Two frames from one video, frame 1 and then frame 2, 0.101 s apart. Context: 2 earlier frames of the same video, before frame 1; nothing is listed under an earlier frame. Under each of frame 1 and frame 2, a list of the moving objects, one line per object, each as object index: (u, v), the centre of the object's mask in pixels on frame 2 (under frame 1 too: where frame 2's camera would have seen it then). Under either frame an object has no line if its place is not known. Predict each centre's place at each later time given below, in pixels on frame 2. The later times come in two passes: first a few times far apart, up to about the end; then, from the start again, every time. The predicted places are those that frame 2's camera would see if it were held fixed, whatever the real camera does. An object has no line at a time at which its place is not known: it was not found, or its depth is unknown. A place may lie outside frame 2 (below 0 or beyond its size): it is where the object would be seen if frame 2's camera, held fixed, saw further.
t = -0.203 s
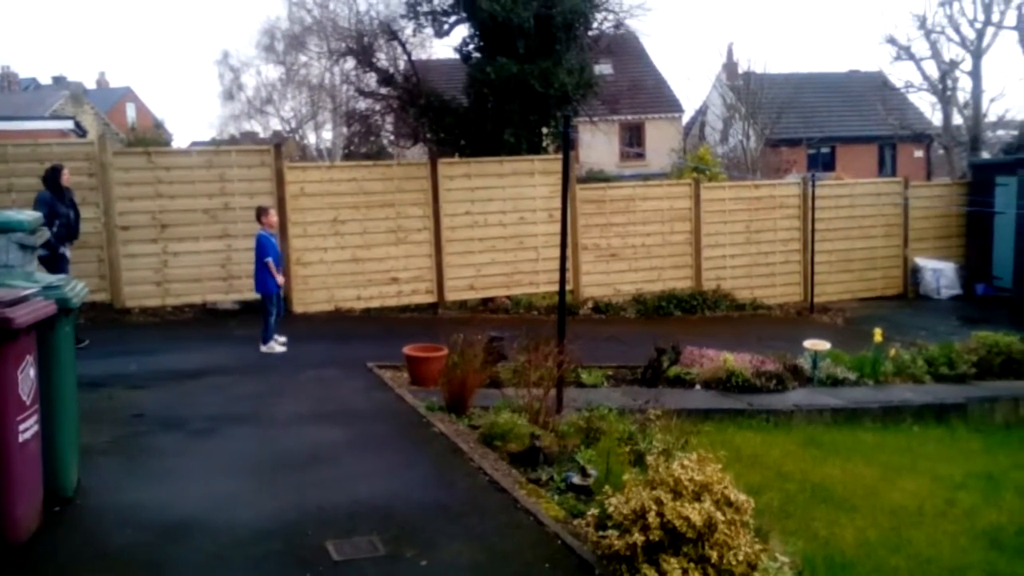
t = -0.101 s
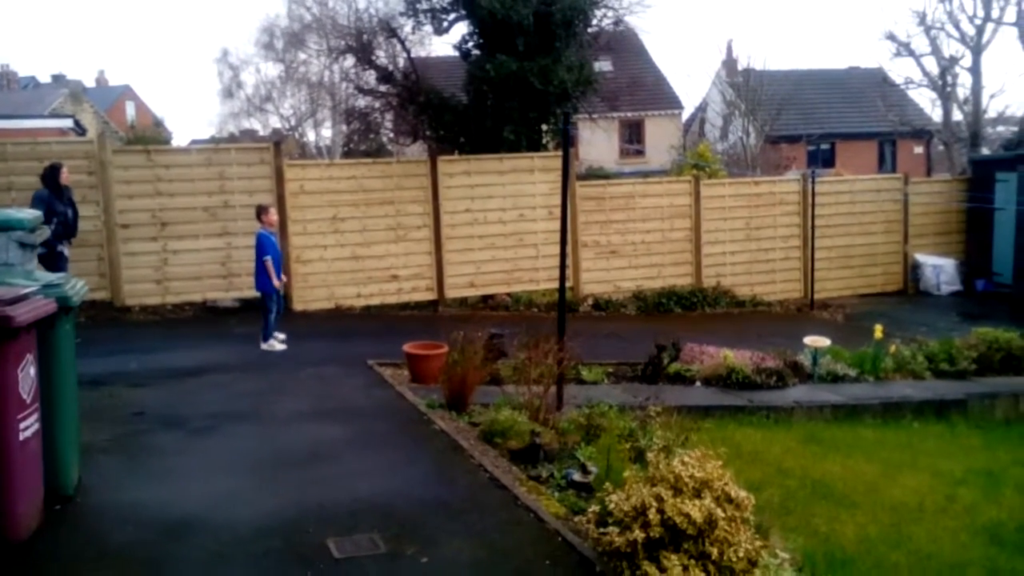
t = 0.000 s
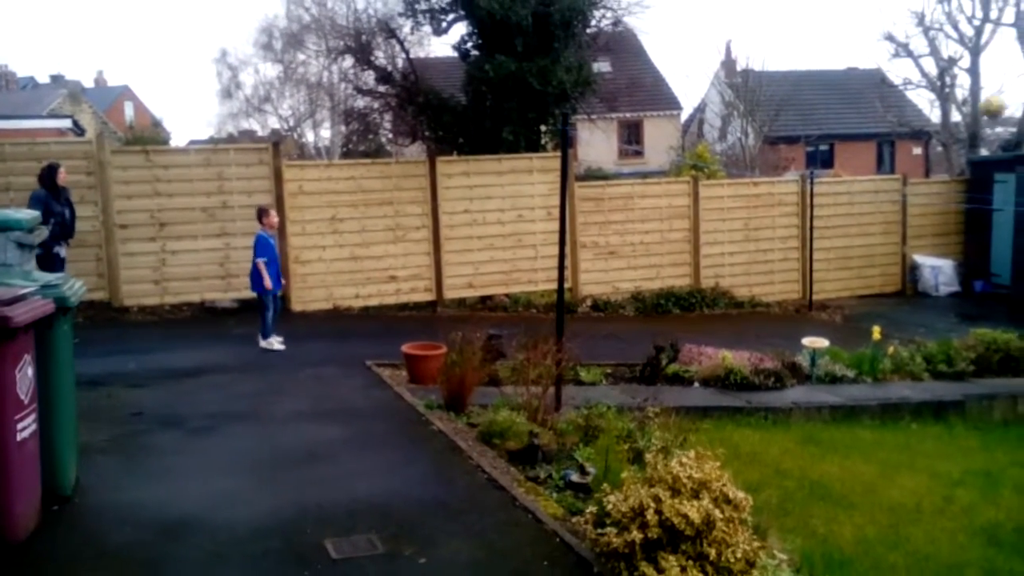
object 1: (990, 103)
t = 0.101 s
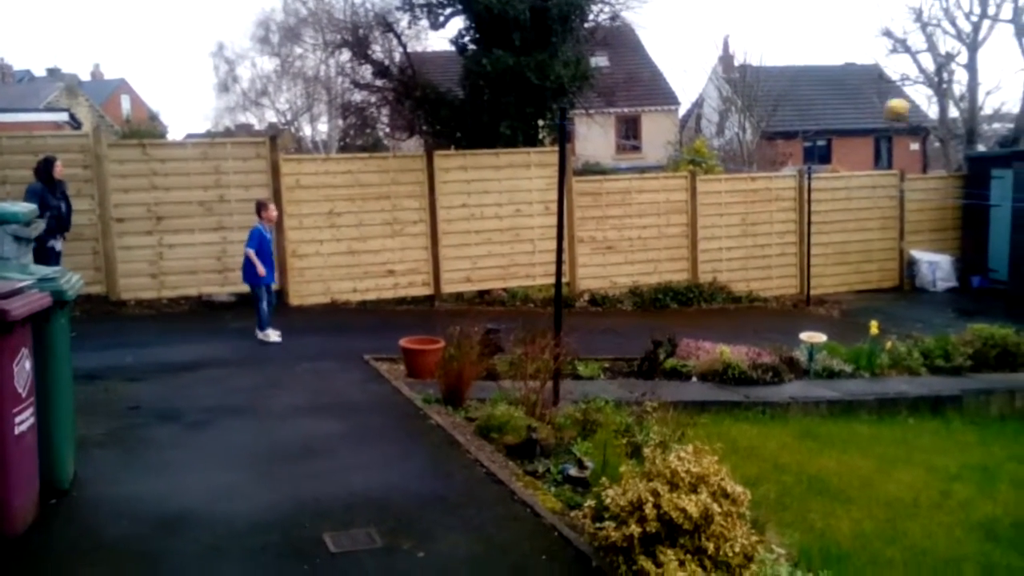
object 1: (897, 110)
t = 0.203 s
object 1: (802, 128)
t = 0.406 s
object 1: (620, 204)
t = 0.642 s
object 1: (422, 325)
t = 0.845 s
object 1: (331, 243)
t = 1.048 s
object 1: (239, 198)
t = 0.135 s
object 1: (866, 114)
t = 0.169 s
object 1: (833, 120)
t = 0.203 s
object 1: (802, 128)
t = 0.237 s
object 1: (772, 139)
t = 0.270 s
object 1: (740, 149)
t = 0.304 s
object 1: (710, 160)
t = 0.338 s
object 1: (679, 174)
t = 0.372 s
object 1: (649, 189)
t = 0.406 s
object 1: (620, 204)
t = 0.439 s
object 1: (590, 220)
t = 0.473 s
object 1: (567, 235)
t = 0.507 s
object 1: (530, 257)
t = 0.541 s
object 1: (501, 279)
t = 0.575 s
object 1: (473, 298)
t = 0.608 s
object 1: (445, 320)
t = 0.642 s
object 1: (422, 325)
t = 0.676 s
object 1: (408, 308)
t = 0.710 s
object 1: (395, 293)
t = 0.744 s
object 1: (377, 279)
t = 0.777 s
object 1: (362, 265)
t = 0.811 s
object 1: (346, 253)
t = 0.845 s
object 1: (331, 243)
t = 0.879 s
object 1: (315, 231)
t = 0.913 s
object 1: (299, 222)
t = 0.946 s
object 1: (284, 214)
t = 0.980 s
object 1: (269, 208)
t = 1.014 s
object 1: (256, 202)
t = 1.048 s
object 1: (239, 198)
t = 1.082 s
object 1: (225, 194)
